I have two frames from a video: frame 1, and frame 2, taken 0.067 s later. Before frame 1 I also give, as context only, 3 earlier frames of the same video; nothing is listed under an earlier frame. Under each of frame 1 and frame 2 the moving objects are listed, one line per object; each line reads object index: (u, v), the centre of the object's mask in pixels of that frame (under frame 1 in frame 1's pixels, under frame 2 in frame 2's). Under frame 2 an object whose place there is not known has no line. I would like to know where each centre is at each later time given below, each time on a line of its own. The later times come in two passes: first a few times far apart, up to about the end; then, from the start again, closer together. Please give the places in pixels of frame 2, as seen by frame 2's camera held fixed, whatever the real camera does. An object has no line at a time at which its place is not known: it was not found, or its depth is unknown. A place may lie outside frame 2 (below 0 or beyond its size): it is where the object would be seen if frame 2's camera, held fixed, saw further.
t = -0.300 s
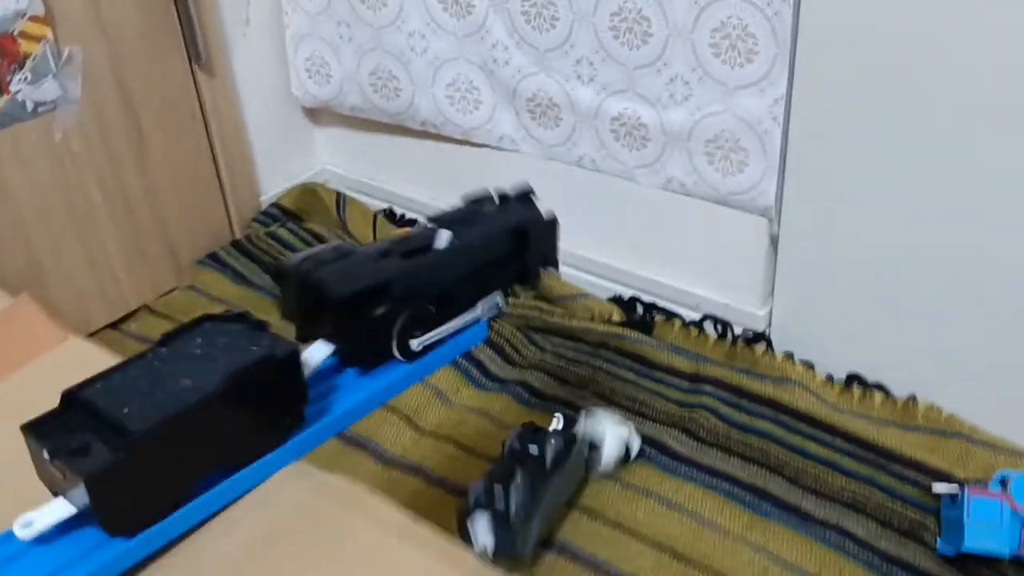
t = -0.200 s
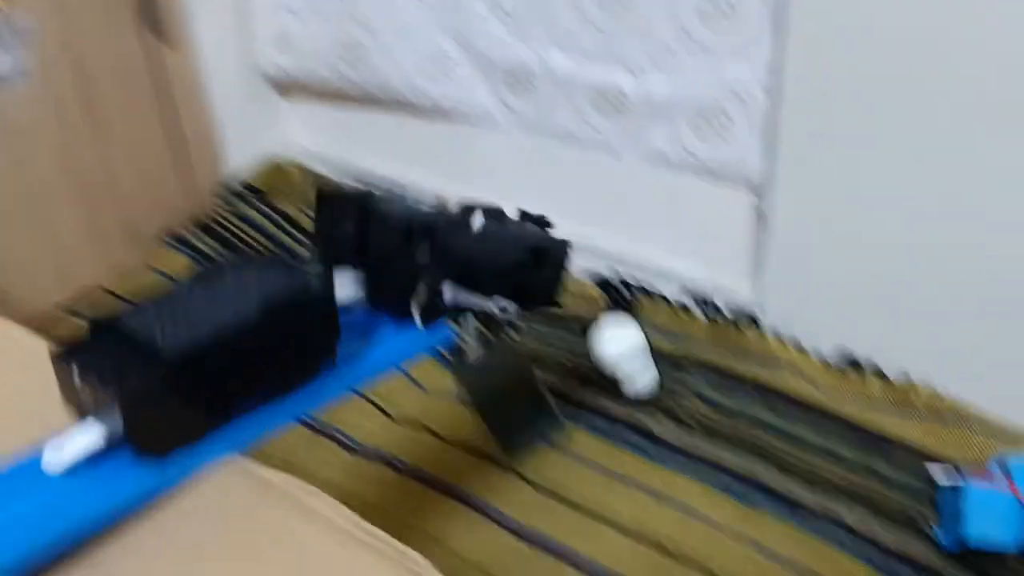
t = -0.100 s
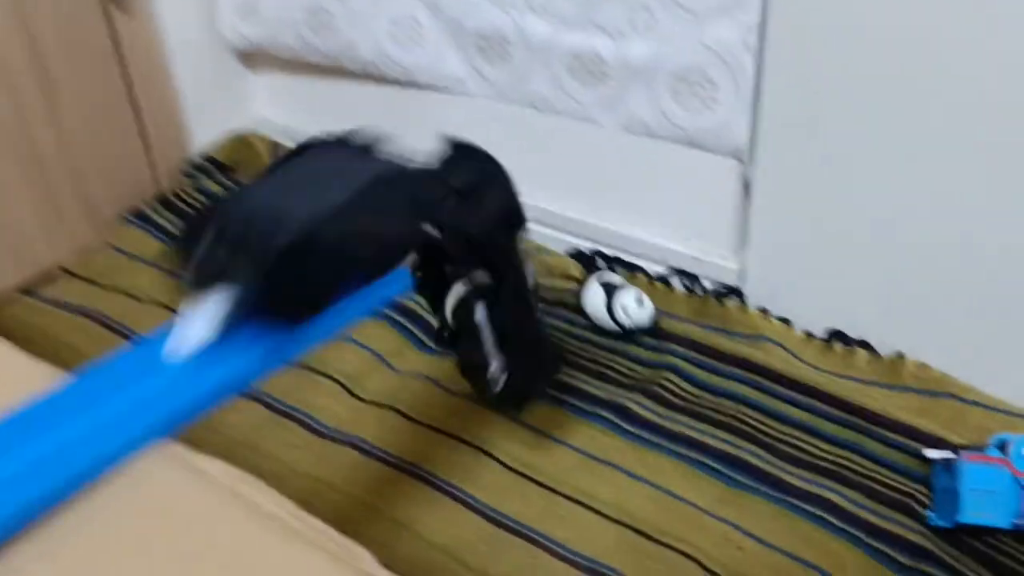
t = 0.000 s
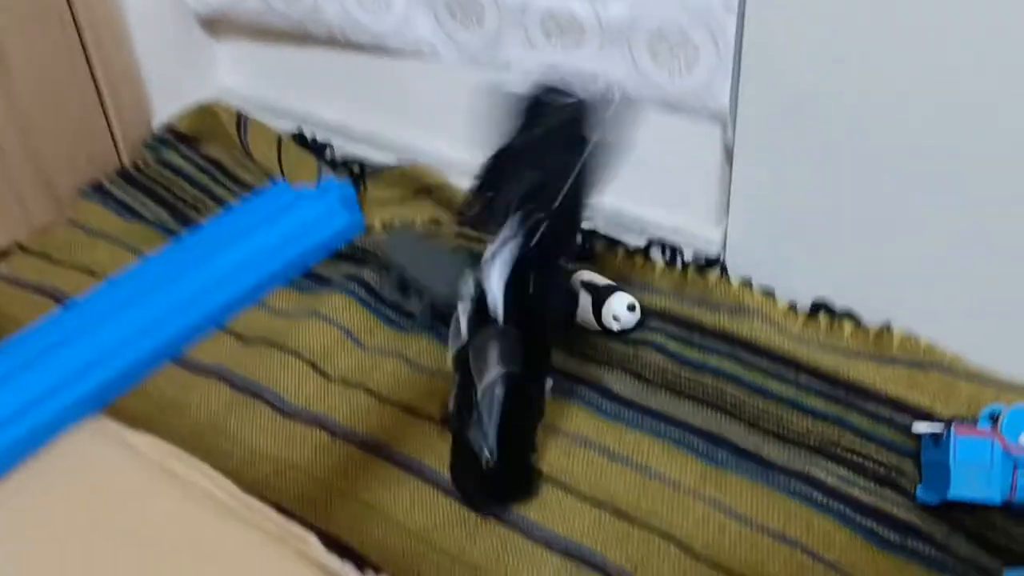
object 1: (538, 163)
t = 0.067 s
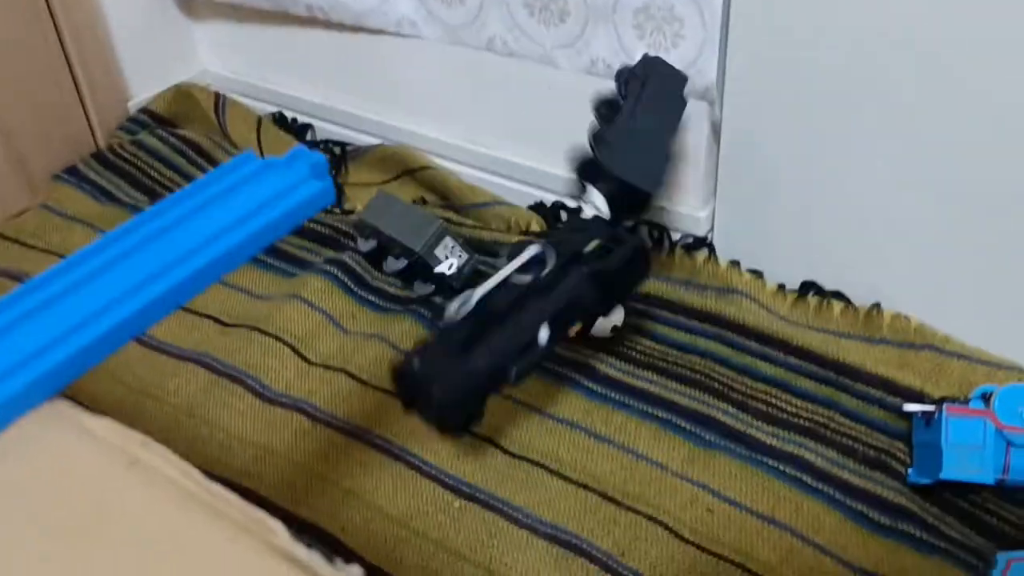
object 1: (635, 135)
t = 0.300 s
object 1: (661, 283)
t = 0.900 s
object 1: (654, 284)
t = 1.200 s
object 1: (654, 284)
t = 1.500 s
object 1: (655, 284)
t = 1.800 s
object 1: (654, 283)
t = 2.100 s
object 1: (654, 284)
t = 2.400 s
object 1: (654, 284)
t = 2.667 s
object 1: (654, 284)
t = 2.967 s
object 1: (654, 284)
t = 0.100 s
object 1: (646, 211)
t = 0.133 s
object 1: (639, 268)
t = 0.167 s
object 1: (648, 262)
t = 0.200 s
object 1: (660, 265)
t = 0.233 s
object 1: (669, 281)
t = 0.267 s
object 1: (667, 283)
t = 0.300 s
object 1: (661, 283)
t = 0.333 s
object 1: (657, 283)
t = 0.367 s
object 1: (654, 284)
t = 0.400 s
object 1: (650, 285)
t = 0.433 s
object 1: (650, 284)
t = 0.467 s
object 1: (651, 284)
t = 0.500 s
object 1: (652, 283)
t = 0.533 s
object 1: (654, 283)
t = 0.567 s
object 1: (654, 284)
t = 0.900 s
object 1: (654, 284)
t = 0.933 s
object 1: (654, 285)
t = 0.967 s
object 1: (654, 284)
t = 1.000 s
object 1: (654, 284)
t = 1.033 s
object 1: (654, 284)
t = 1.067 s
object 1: (654, 284)
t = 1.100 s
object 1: (654, 284)
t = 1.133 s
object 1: (654, 284)
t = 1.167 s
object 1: (654, 284)
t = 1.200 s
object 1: (654, 284)
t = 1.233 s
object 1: (654, 284)
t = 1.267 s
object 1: (654, 284)
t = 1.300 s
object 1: (654, 284)
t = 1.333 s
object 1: (654, 285)
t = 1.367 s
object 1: (655, 285)
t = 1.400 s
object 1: (655, 285)
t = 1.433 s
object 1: (654, 284)
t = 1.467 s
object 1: (654, 284)
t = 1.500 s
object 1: (655, 284)
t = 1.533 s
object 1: (654, 284)
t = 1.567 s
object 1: (654, 284)
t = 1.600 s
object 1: (654, 283)
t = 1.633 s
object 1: (654, 284)
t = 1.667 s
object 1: (654, 284)
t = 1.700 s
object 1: (654, 284)
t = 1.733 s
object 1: (654, 284)
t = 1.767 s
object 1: (655, 283)
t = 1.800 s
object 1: (654, 283)
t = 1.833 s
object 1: (655, 284)
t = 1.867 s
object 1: (654, 284)
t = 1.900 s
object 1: (655, 283)
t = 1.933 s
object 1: (654, 283)
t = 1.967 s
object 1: (654, 283)
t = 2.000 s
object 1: (654, 283)
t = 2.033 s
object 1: (654, 284)
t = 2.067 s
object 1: (654, 284)
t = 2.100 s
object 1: (654, 284)
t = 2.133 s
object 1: (654, 284)
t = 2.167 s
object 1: (654, 284)
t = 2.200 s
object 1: (654, 284)
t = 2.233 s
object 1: (654, 284)
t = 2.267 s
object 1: (654, 284)
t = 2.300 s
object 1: (654, 284)
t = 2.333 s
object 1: (654, 284)
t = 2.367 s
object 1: (654, 284)
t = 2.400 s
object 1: (654, 284)
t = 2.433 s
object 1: (654, 284)
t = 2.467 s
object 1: (654, 284)
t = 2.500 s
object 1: (654, 284)
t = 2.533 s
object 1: (654, 284)
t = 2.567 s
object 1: (654, 284)
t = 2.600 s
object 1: (654, 284)
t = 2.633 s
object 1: (654, 284)
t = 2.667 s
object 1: (654, 284)
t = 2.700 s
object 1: (654, 284)
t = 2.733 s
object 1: (654, 284)
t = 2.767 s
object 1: (654, 284)
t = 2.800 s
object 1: (654, 284)
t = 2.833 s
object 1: (654, 285)
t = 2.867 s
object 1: (654, 285)
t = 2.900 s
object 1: (654, 284)
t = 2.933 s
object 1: (654, 284)
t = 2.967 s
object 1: (654, 284)
